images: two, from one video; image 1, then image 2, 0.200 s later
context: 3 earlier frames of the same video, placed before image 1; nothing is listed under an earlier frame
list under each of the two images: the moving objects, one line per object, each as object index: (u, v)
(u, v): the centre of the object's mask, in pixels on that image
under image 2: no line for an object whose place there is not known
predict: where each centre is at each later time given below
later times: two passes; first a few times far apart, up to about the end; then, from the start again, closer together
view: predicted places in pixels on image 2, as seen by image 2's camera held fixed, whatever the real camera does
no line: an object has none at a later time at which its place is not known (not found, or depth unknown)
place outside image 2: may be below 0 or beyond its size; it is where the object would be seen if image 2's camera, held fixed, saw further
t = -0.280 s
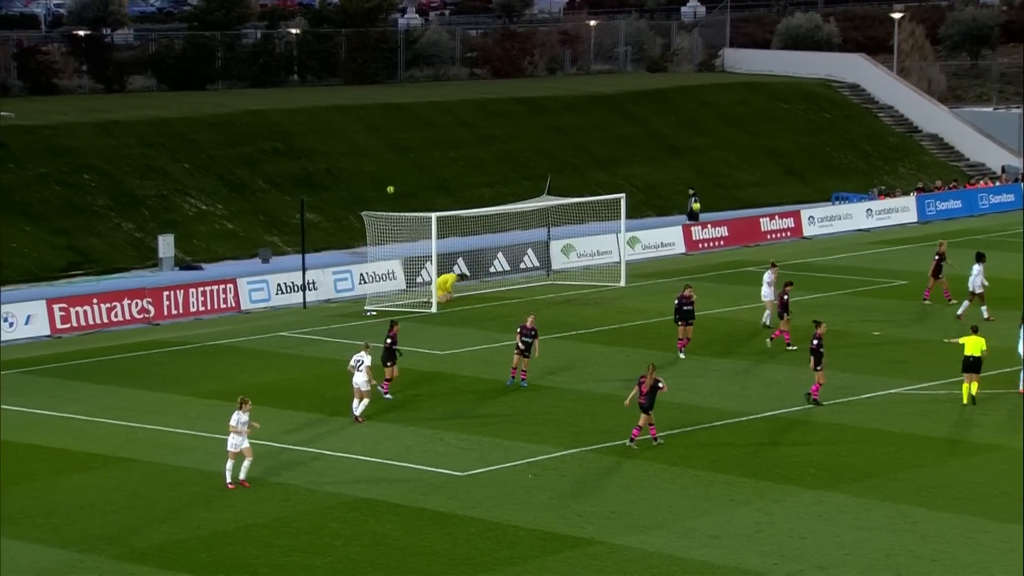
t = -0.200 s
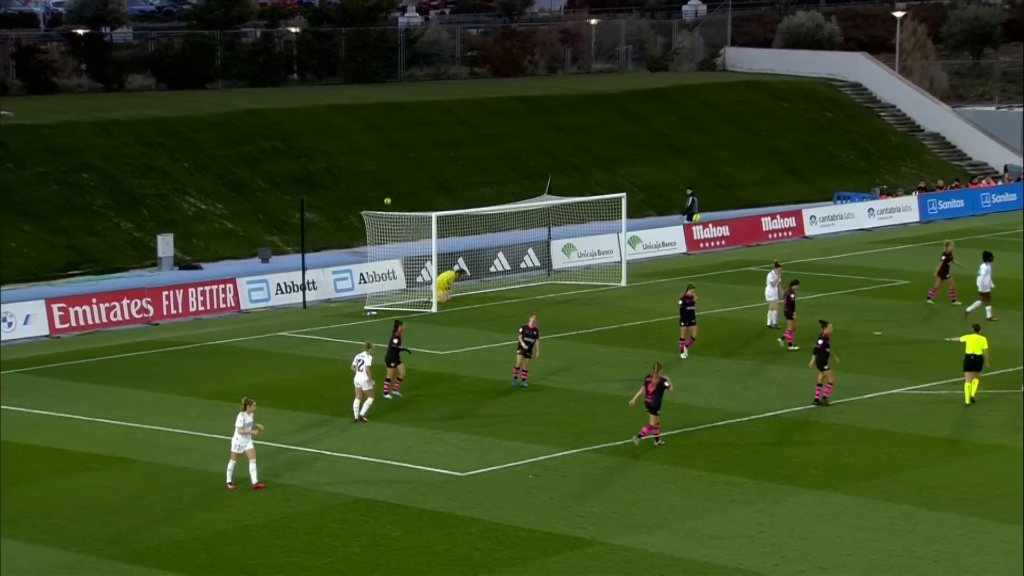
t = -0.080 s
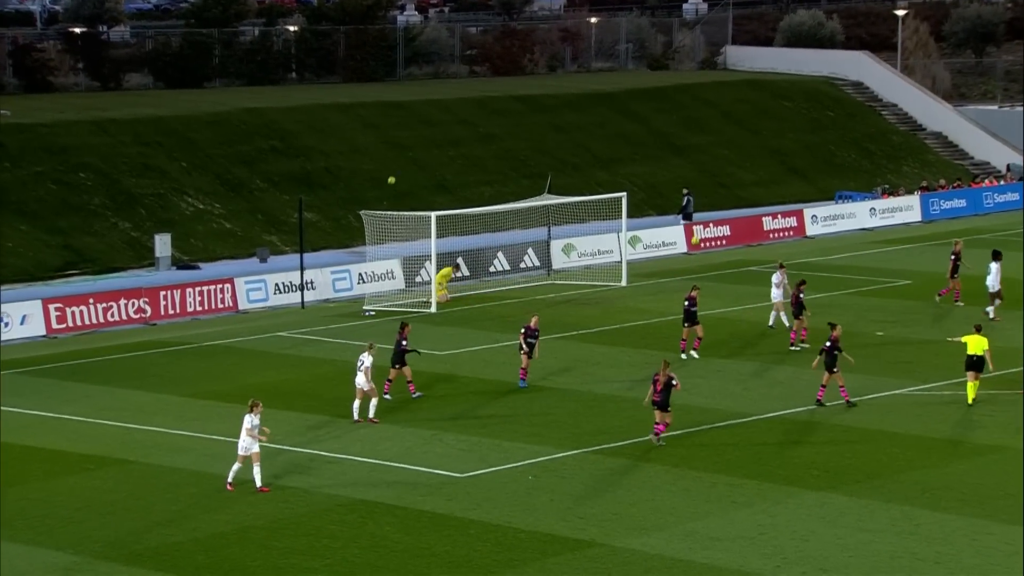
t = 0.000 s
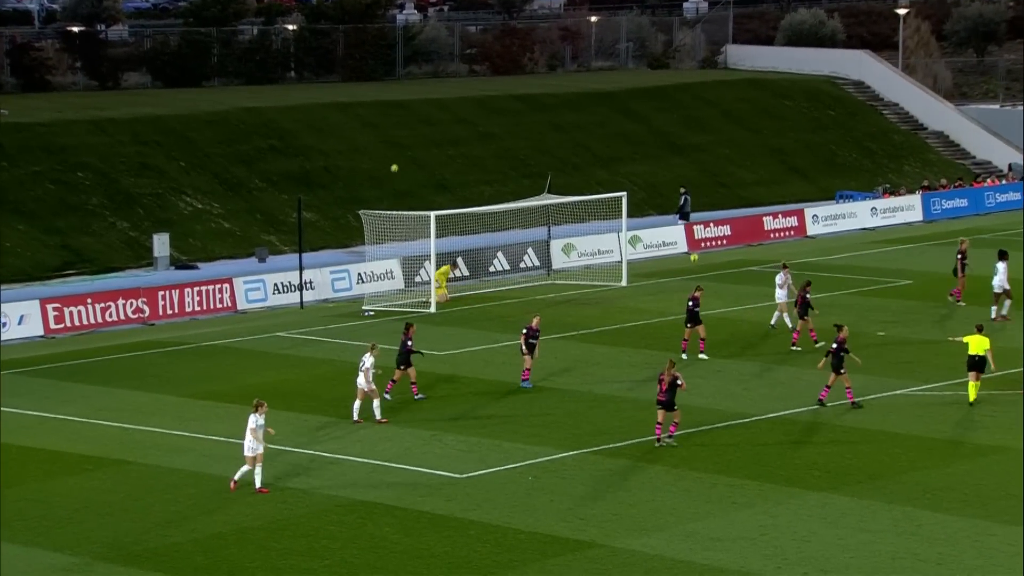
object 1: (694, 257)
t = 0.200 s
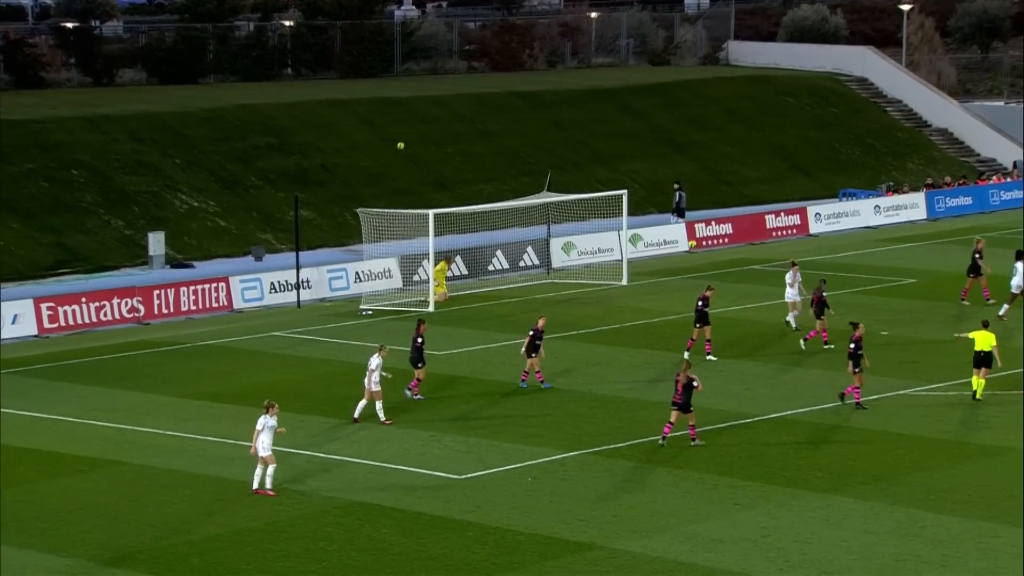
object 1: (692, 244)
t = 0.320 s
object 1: (691, 234)
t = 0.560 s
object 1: (687, 229)
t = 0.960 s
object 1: (681, 268)
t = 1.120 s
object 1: (678, 266)
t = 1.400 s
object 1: (672, 261)
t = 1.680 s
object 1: (665, 282)
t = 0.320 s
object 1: (691, 234)
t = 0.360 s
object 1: (690, 231)
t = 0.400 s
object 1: (690, 229)
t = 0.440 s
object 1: (689, 228)
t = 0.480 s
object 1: (688, 228)
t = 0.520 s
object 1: (688, 228)
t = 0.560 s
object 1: (687, 229)
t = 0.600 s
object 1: (686, 231)
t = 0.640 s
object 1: (686, 232)
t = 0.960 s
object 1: (681, 268)
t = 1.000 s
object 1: (680, 275)
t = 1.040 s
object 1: (679, 272)
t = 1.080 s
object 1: (678, 269)
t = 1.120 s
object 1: (678, 266)
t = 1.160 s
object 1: (677, 264)
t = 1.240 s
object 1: (675, 261)
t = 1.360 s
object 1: (673, 260)
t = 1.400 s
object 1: (672, 261)
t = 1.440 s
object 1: (671, 263)
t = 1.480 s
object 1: (670, 265)
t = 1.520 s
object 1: (669, 269)
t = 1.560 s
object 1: (668, 273)
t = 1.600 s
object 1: (667, 277)
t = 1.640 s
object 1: (666, 282)
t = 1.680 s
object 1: (665, 282)
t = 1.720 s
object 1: (664, 279)
